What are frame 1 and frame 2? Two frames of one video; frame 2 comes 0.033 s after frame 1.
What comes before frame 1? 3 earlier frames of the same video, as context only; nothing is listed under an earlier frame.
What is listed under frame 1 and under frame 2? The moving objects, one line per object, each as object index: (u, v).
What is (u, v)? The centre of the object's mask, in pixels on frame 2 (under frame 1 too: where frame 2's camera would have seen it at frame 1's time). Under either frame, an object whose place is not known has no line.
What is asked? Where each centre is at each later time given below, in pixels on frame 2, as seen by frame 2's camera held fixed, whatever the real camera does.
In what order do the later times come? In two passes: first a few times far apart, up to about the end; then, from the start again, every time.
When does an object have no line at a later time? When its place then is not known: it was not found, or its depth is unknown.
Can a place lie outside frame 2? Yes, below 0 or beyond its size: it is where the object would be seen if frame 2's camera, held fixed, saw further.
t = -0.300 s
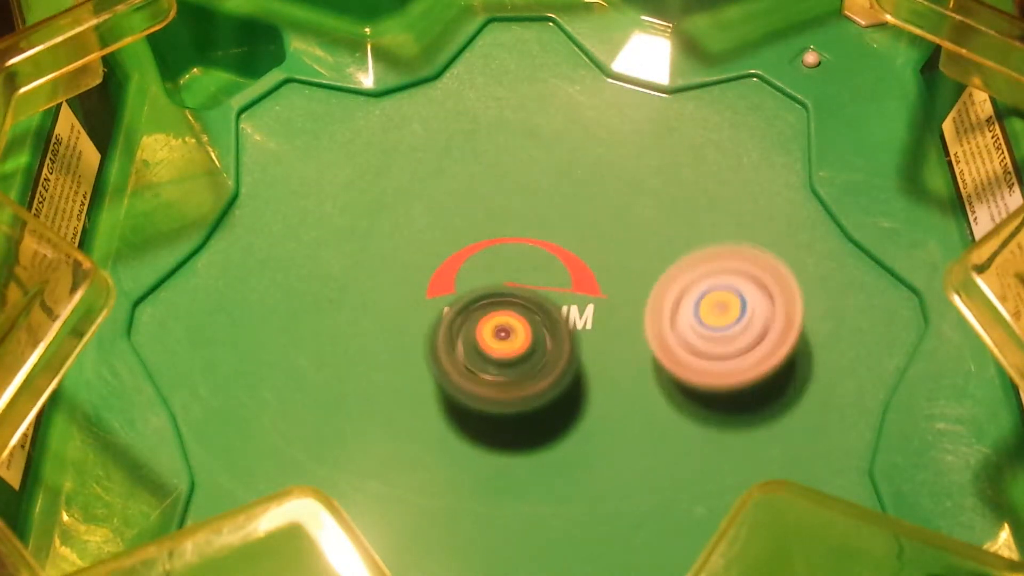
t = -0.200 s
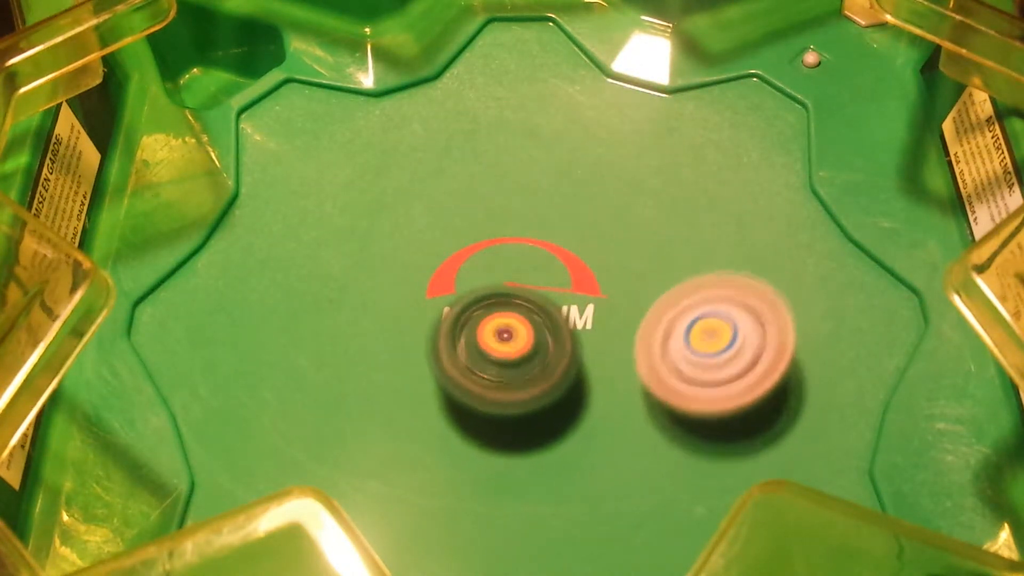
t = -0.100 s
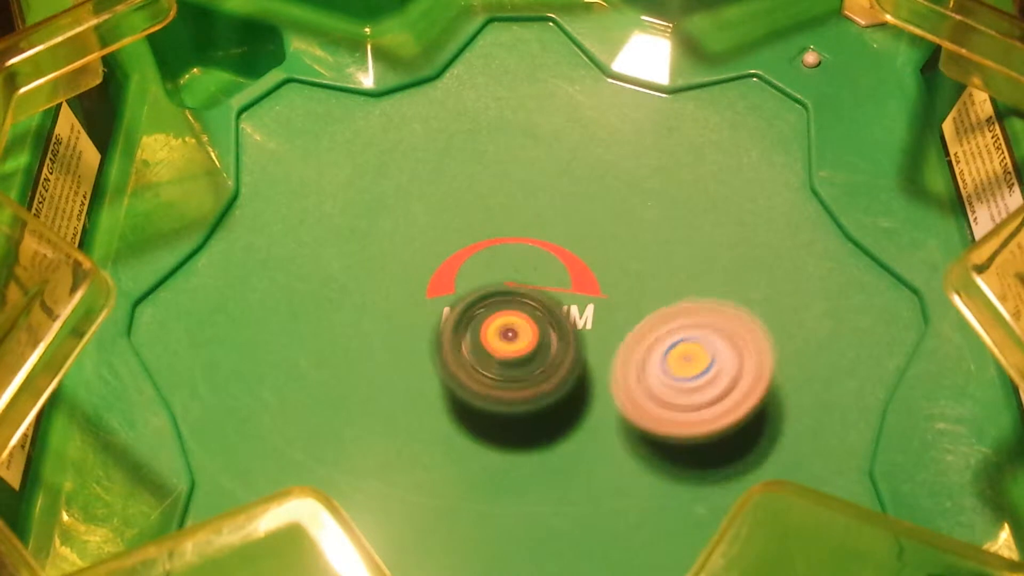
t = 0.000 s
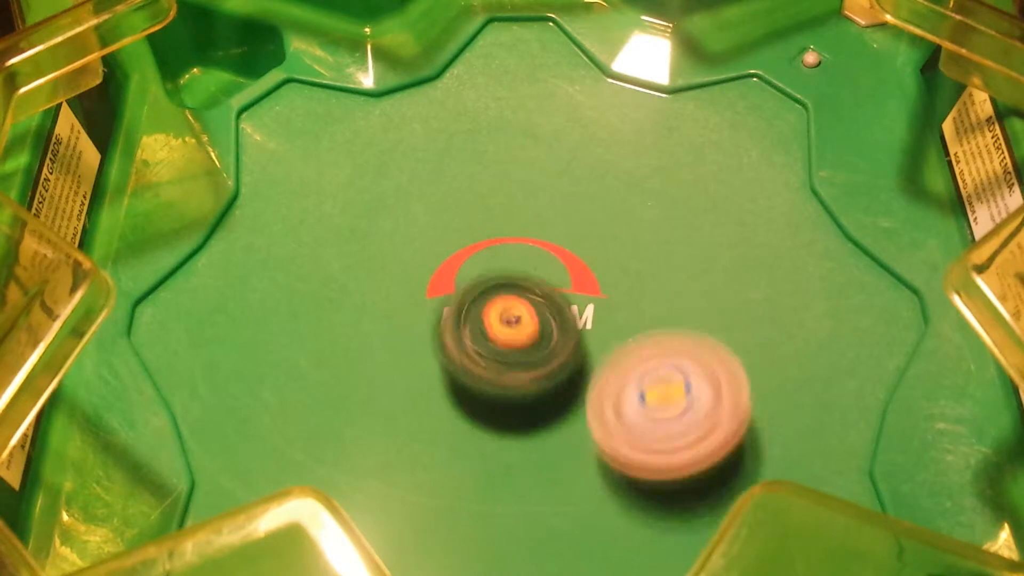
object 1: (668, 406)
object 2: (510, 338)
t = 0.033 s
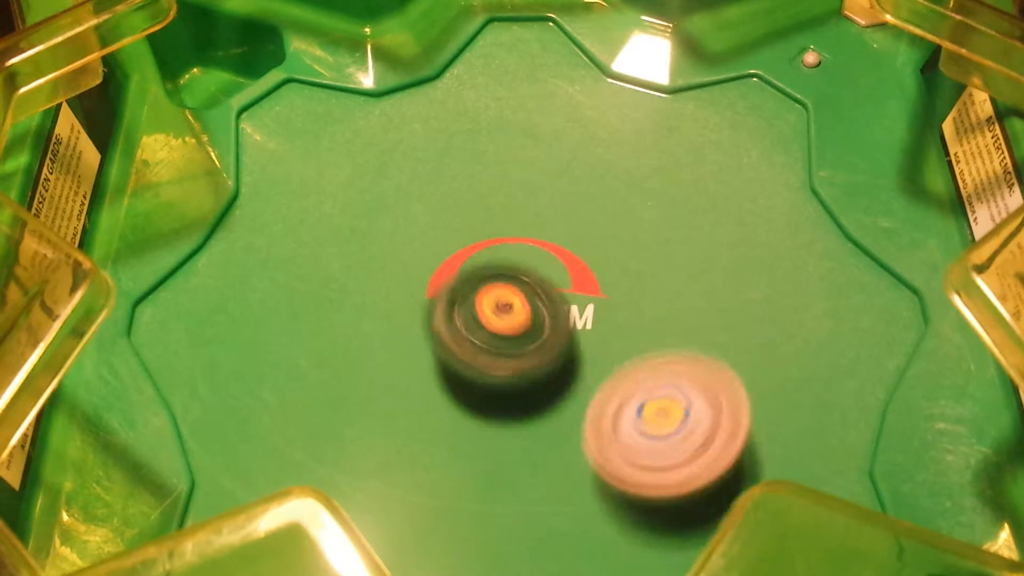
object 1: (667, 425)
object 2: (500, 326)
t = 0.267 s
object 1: (584, 474)
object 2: (509, 287)
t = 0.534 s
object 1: (451, 435)
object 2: (558, 283)
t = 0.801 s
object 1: (364, 343)
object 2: (563, 319)
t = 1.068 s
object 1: (385, 252)
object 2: (518, 340)
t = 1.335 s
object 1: (463, 162)
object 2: (498, 341)
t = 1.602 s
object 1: (563, 163)
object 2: (507, 328)
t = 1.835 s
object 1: (666, 224)
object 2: (537, 328)
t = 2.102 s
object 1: (727, 332)
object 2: (565, 341)
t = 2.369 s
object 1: (706, 422)
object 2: (537, 333)
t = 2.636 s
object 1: (545, 446)
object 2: (535, 312)
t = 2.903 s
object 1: (377, 400)
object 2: (544, 307)
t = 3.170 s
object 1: (357, 309)
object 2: (550, 329)
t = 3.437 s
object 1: (440, 208)
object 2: (540, 343)
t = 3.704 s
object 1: (561, 167)
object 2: (534, 329)
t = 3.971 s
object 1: (661, 213)
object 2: (551, 313)
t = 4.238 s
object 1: (719, 304)
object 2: (530, 315)
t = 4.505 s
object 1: (648, 417)
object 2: (532, 303)
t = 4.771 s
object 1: (497, 453)
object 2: (539, 311)
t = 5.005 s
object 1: (395, 395)
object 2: (538, 322)
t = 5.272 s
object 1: (358, 285)
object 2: (545, 329)
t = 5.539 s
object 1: (444, 203)
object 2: (555, 336)
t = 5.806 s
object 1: (584, 185)
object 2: (558, 335)
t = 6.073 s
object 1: (691, 251)
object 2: (563, 330)
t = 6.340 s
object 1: (720, 360)
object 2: (554, 320)
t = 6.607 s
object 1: (608, 435)
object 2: (555, 304)
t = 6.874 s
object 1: (434, 419)
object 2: (542, 311)
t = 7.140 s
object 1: (367, 322)
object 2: (530, 306)
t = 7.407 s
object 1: (392, 188)
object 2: (581, 371)
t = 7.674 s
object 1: (481, 127)
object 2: (569, 384)
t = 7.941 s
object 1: (600, 193)
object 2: (555, 323)
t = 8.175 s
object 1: (665, 284)
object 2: (496, 370)
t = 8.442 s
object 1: (612, 386)
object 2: (471, 359)
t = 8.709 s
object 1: (501, 449)
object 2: (534, 287)
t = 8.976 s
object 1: (406, 385)
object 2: (568, 298)
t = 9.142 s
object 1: (418, 321)
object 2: (568, 299)
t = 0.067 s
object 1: (660, 439)
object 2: (499, 316)
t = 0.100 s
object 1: (651, 450)
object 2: (498, 311)
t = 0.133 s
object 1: (638, 459)
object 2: (499, 305)
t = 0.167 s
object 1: (627, 466)
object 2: (500, 302)
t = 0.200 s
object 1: (613, 470)
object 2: (500, 298)
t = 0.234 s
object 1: (600, 472)
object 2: (505, 290)
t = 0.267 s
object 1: (584, 474)
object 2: (509, 287)
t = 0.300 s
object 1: (569, 473)
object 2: (515, 284)
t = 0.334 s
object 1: (553, 470)
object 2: (519, 282)
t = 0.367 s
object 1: (536, 467)
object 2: (526, 280)
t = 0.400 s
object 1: (521, 462)
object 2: (532, 280)
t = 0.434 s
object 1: (502, 457)
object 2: (538, 281)
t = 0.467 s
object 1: (485, 450)
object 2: (545, 281)
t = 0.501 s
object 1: (467, 443)
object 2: (549, 282)
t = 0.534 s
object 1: (451, 435)
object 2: (558, 283)
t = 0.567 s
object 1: (437, 425)
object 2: (561, 286)
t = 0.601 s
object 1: (421, 414)
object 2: (566, 290)
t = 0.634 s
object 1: (407, 403)
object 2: (567, 292)
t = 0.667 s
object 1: (394, 391)
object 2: (570, 299)
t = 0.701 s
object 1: (384, 380)
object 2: (568, 302)
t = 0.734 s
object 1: (375, 367)
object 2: (567, 308)
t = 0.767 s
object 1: (369, 355)
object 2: (567, 313)
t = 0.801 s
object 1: (364, 343)
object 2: (563, 319)
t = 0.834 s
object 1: (361, 330)
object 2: (560, 324)
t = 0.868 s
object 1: (361, 318)
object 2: (555, 329)
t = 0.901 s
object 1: (361, 306)
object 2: (551, 333)
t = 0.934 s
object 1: (364, 295)
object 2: (544, 336)
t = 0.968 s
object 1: (367, 284)
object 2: (538, 339)
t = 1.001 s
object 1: (372, 273)
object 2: (532, 339)
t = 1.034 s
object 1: (377, 263)
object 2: (525, 340)
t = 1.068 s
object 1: (385, 252)
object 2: (518, 340)
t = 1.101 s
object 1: (394, 242)
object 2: (511, 339)
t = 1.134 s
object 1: (403, 234)
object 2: (506, 338)
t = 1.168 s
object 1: (412, 222)
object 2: (505, 340)
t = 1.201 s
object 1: (420, 206)
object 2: (503, 344)
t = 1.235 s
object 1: (430, 192)
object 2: (499, 342)
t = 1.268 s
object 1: (441, 180)
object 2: (498, 343)
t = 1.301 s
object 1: (452, 170)
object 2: (499, 340)
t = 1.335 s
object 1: (463, 162)
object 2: (498, 341)
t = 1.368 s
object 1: (475, 157)
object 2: (496, 339)
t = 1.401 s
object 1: (487, 153)
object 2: (493, 336)
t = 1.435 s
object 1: (499, 152)
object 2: (497, 333)
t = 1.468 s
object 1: (511, 151)
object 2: (497, 332)
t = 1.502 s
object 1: (524, 151)
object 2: (499, 331)
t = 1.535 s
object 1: (537, 154)
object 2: (500, 329)
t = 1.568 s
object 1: (550, 157)
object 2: (504, 330)
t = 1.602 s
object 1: (563, 163)
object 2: (507, 328)
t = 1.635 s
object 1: (578, 168)
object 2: (510, 329)
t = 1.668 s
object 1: (593, 175)
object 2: (514, 326)
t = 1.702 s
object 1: (608, 182)
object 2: (520, 328)
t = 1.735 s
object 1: (622, 191)
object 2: (524, 325)
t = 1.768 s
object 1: (637, 201)
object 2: (529, 326)
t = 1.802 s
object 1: (652, 212)
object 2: (534, 327)
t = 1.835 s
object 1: (666, 224)
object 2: (537, 328)
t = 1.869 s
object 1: (679, 237)
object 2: (544, 330)
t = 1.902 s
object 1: (690, 249)
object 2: (546, 330)
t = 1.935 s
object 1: (701, 263)
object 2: (553, 332)
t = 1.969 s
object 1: (710, 277)
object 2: (554, 335)
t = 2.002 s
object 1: (717, 290)
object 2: (558, 337)
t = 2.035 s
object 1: (722, 304)
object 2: (561, 337)
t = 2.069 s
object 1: (726, 318)
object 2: (564, 342)
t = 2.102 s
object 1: (727, 332)
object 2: (565, 341)
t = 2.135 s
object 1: (732, 348)
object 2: (563, 341)
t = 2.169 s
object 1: (736, 363)
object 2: (558, 337)
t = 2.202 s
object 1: (738, 376)
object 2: (557, 339)
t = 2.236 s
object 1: (736, 388)
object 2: (553, 337)
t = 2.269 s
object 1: (732, 399)
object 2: (550, 337)
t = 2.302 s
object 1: (725, 408)
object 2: (547, 336)
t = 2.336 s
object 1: (717, 415)
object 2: (542, 338)
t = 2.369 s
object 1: (706, 422)
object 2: (537, 333)
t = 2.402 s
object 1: (693, 428)
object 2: (534, 331)
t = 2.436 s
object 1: (678, 432)
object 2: (533, 326)
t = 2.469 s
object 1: (660, 437)
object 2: (531, 325)
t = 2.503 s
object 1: (641, 441)
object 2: (530, 320)
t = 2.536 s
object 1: (619, 444)
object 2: (531, 320)
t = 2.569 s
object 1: (595, 445)
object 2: (530, 316)
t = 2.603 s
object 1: (570, 447)
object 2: (532, 314)
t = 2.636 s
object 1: (545, 446)
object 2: (535, 312)
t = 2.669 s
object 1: (520, 445)
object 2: (536, 311)
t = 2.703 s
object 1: (496, 442)
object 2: (537, 308)
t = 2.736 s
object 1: (473, 438)
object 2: (542, 306)
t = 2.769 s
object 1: (450, 434)
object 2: (544, 305)
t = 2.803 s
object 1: (430, 427)
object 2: (547, 304)
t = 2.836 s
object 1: (410, 419)
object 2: (549, 304)
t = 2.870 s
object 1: (392, 410)
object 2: (547, 308)
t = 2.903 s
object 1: (377, 400)
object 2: (544, 307)
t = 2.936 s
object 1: (366, 389)
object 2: (547, 309)
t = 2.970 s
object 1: (357, 378)
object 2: (548, 311)
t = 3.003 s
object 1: (351, 367)
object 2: (550, 315)
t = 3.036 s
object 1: (348, 356)
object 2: (551, 317)
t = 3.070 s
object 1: (348, 345)
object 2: (553, 323)
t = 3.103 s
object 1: (350, 333)
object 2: (551, 324)
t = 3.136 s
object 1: (353, 321)
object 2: (551, 326)
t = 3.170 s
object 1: (357, 309)
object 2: (550, 329)
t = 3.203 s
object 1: (363, 295)
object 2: (553, 336)
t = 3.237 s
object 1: (370, 282)
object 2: (552, 340)
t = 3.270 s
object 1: (379, 269)
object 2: (550, 342)
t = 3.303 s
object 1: (389, 257)
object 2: (547, 343)
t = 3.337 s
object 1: (400, 243)
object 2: (547, 343)
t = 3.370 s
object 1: (412, 231)
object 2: (544, 345)
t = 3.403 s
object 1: (426, 219)
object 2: (543, 344)
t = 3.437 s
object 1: (440, 208)
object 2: (540, 343)
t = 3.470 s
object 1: (454, 199)
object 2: (539, 341)
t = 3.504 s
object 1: (469, 190)
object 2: (536, 340)
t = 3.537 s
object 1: (484, 183)
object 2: (536, 338)
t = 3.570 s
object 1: (499, 176)
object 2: (533, 340)
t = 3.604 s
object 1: (514, 172)
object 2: (532, 336)
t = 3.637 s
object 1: (530, 169)
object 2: (532, 334)
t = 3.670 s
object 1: (545, 167)
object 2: (534, 331)
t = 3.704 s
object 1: (561, 167)
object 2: (534, 329)
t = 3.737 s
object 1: (574, 168)
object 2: (535, 326)
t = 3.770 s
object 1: (588, 171)
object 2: (537, 325)
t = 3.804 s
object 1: (602, 175)
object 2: (539, 321)
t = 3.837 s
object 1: (615, 180)
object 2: (543, 321)
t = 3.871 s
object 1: (627, 188)
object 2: (546, 321)
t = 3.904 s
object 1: (639, 196)
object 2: (547, 320)
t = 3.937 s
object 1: (649, 205)
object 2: (548, 316)
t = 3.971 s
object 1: (661, 213)
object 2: (551, 313)
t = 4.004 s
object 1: (677, 221)
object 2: (544, 315)
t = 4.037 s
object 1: (690, 229)
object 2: (545, 313)
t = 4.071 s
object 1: (700, 240)
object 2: (544, 316)
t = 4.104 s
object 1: (708, 251)
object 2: (540, 314)
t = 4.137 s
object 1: (714, 263)
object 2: (538, 313)
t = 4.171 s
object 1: (718, 276)
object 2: (539, 314)
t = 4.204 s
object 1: (719, 290)
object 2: (536, 318)
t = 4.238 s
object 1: (719, 304)
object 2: (530, 315)
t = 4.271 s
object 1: (717, 318)
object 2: (529, 312)
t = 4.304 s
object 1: (713, 333)
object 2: (528, 310)
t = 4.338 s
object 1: (707, 348)
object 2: (530, 308)
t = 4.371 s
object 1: (699, 362)
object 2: (528, 310)
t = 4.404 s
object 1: (689, 377)
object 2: (527, 307)
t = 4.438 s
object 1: (677, 391)
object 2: (527, 306)
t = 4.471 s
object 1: (663, 404)
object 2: (529, 301)
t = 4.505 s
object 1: (648, 417)
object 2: (532, 303)
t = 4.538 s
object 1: (632, 427)
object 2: (528, 301)
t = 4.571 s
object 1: (614, 436)
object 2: (530, 299)
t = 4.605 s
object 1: (595, 444)
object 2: (531, 299)
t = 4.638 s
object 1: (576, 449)
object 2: (535, 301)
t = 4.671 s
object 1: (557, 453)
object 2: (535, 307)
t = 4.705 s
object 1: (537, 455)
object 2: (534, 306)
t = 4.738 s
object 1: (517, 454)
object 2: (536, 308)
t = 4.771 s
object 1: (497, 453)
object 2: (539, 311)
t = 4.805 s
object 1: (477, 450)
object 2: (540, 316)
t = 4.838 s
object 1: (459, 446)
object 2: (538, 318)
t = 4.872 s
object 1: (443, 439)
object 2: (538, 317)
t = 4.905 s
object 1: (430, 431)
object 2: (537, 317)
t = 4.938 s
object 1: (417, 420)
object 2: (538, 316)
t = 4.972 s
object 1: (405, 408)
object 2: (538, 319)
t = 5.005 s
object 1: (395, 395)
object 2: (538, 322)
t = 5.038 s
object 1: (387, 382)
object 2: (534, 326)
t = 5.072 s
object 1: (379, 369)
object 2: (532, 323)
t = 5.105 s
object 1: (368, 355)
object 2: (536, 325)
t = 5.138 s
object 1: (361, 342)
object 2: (537, 328)
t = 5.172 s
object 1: (357, 327)
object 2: (535, 327)
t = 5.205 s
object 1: (355, 313)
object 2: (535, 324)
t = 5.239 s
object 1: (356, 299)
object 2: (541, 324)
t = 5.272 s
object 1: (358, 285)
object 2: (545, 329)
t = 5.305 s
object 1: (363, 272)
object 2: (544, 329)
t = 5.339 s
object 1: (369, 260)
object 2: (543, 327)
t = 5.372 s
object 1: (377, 249)
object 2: (547, 325)
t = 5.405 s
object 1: (387, 239)
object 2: (551, 326)
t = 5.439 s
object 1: (399, 229)
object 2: (552, 329)
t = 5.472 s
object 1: (412, 220)
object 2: (553, 330)
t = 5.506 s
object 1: (428, 211)
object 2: (557, 335)
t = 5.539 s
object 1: (444, 203)
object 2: (555, 336)
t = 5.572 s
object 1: (459, 196)
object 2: (555, 333)
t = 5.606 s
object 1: (476, 191)
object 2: (557, 333)
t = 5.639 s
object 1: (493, 188)
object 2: (560, 335)
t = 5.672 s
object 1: (512, 185)
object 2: (558, 338)
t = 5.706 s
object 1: (530, 183)
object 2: (557, 335)
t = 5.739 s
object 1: (547, 182)
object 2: (559, 335)
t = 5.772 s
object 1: (565, 183)
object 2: (558, 336)
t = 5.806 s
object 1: (584, 185)
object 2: (558, 335)
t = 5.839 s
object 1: (602, 189)
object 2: (556, 336)
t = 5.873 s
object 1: (617, 194)
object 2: (555, 332)
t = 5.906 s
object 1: (633, 201)
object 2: (558, 332)
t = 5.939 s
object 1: (647, 208)
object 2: (559, 334)
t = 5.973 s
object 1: (660, 217)
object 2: (561, 337)
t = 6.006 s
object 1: (671, 226)
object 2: (557, 337)
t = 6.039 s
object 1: (680, 238)
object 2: (558, 331)
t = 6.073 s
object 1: (691, 251)
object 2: (563, 330)
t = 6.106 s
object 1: (701, 264)
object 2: (563, 331)
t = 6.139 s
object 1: (708, 276)
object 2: (562, 329)
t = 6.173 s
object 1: (714, 289)
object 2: (558, 326)
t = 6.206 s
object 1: (718, 303)
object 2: (559, 322)
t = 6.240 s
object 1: (721, 319)
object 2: (559, 322)
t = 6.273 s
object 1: (723, 333)
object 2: (556, 321)
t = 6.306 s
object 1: (722, 347)
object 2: (557, 320)
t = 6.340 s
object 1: (720, 360)
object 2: (554, 320)
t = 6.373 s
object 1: (714, 373)
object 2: (551, 315)
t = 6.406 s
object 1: (705, 384)
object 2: (553, 312)
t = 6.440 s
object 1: (694, 396)
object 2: (553, 309)
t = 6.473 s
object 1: (681, 406)
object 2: (555, 307)
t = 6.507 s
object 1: (665, 415)
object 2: (554, 308)
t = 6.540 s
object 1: (647, 424)
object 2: (553, 305)
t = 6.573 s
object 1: (629, 430)
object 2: (555, 302)
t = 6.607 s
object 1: (608, 435)
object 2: (555, 304)
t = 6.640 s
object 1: (585, 439)
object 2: (554, 306)
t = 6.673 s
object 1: (562, 442)
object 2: (550, 310)
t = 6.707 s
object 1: (541, 442)
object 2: (545, 307)
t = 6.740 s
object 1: (517, 440)
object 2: (549, 303)
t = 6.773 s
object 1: (495, 438)
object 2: (551, 307)
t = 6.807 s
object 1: (475, 434)
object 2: (550, 309)
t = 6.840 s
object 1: (453, 427)
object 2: (547, 311)
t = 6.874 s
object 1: (434, 419)
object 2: (542, 311)
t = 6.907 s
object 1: (417, 409)
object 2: (543, 308)
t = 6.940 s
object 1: (402, 398)
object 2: (544, 309)
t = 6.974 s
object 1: (391, 388)
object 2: (542, 309)
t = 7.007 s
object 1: (382, 376)
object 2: (539, 309)
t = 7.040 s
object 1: (374, 363)
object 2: (534, 309)
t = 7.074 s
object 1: (371, 350)
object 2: (532, 305)
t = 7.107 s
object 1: (368, 335)
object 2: (532, 305)
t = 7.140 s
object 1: (367, 322)
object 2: (530, 306)
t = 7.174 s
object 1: (370, 309)
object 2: (530, 303)
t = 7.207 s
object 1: (375, 295)
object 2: (529, 303)
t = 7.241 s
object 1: (379, 280)
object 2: (533, 305)
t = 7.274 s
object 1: (385, 265)
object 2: (534, 310)
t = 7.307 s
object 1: (391, 252)
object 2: (535, 317)
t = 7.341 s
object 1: (387, 228)
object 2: (555, 343)
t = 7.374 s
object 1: (387, 203)
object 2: (569, 360)
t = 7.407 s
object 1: (392, 188)
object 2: (581, 371)
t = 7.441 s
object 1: (397, 174)
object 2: (588, 380)
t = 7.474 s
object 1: (403, 164)
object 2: (592, 387)
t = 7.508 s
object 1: (414, 152)
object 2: (590, 392)
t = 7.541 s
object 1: (424, 143)
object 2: (588, 395)
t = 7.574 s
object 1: (437, 135)
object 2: (585, 395)
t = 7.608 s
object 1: (449, 130)
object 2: (579, 394)
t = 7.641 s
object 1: (466, 128)
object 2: (574, 389)
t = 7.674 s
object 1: (481, 127)
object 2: (569, 384)
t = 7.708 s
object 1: (499, 128)
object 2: (564, 379)
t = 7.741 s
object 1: (513, 133)
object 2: (558, 369)
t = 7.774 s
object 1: (532, 140)
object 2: (555, 360)
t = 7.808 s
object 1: (548, 148)
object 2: (553, 351)
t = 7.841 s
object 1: (562, 157)
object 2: (549, 341)
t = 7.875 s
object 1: (577, 169)
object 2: (550, 333)
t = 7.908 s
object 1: (587, 180)
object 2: (552, 327)
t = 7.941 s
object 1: (600, 193)
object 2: (555, 323)
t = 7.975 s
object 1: (610, 202)
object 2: (554, 322)
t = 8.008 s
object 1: (622, 215)
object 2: (552, 324)
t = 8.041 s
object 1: (631, 227)
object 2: (549, 330)
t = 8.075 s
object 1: (642, 244)
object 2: (536, 338)
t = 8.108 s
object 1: (655, 255)
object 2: (519, 349)
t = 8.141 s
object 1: (662, 270)
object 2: (508, 358)
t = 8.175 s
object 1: (665, 284)
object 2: (496, 370)
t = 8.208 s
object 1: (667, 298)
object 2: (485, 376)
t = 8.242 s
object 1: (666, 312)
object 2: (477, 376)
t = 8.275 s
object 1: (663, 326)
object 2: (471, 375)
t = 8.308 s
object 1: (657, 341)
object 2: (469, 374)
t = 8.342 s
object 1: (649, 353)
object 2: (465, 372)
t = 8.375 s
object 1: (639, 366)
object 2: (466, 368)
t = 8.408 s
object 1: (625, 377)
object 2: (468, 363)
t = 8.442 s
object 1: (612, 386)
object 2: (471, 359)
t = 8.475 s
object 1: (595, 397)
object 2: (474, 352)
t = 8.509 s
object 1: (586, 410)
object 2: (478, 339)
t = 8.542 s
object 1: (574, 423)
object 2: (488, 324)
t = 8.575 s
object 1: (562, 432)
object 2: (497, 314)
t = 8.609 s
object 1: (549, 439)
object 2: (507, 307)
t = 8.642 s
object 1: (533, 446)
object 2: (521, 299)
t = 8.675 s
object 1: (518, 449)
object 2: (526, 289)
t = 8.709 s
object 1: (501, 449)
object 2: (534, 287)
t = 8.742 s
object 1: (484, 450)
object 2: (539, 286)
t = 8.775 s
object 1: (468, 446)
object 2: (547, 286)
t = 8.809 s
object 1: (453, 440)
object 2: (553, 288)
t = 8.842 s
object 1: (439, 433)
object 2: (559, 290)
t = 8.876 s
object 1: (428, 422)
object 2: (564, 293)
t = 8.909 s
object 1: (417, 410)
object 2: (566, 295)
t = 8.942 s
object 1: (411, 399)
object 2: (567, 296)
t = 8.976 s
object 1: (406, 385)
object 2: (568, 298)
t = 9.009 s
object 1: (402, 371)
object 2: (568, 299)
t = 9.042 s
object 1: (403, 359)
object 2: (568, 299)
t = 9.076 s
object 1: (406, 345)
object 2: (568, 299)
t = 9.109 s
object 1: (409, 332)
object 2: (568, 299)
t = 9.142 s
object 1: (418, 321)
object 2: (568, 299)
